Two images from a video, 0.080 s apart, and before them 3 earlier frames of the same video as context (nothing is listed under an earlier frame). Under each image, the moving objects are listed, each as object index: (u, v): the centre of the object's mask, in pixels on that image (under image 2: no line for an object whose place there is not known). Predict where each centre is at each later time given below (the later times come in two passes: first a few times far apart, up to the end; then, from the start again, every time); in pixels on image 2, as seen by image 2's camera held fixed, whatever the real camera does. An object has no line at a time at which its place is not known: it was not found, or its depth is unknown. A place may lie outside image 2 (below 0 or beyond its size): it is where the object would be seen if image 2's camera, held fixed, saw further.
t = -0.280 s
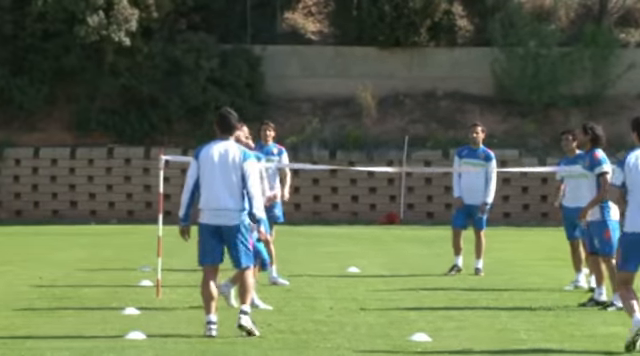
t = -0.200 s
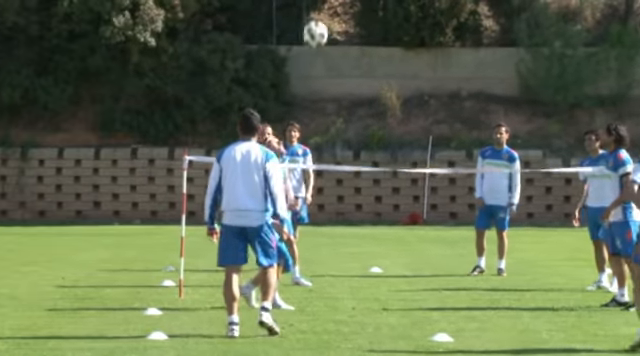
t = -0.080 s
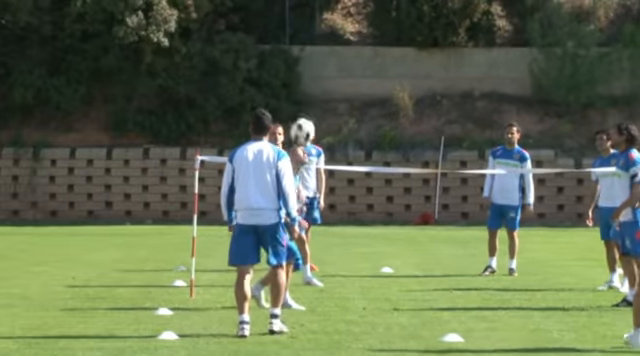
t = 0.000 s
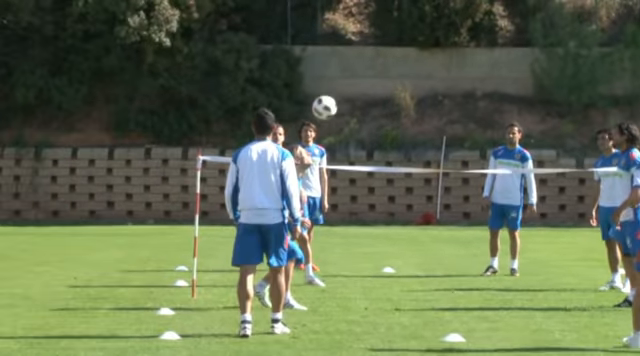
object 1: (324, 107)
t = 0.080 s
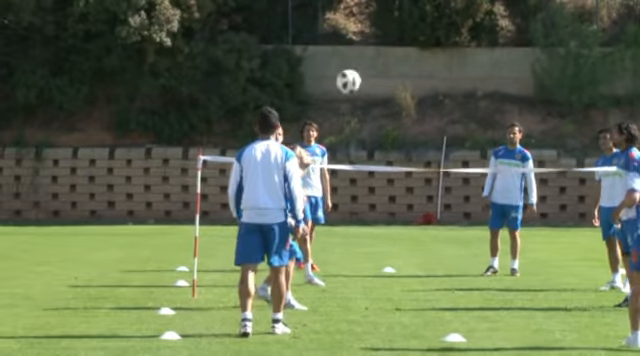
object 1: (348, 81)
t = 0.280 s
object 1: (406, 45)
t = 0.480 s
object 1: (462, 50)
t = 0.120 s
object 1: (360, 70)
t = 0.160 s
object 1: (372, 62)
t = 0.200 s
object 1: (382, 55)
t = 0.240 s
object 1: (394, 49)
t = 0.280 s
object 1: (406, 45)
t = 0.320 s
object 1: (417, 43)
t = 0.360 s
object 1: (428, 42)
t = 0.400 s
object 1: (439, 43)
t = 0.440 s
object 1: (450, 45)
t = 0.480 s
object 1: (462, 50)
